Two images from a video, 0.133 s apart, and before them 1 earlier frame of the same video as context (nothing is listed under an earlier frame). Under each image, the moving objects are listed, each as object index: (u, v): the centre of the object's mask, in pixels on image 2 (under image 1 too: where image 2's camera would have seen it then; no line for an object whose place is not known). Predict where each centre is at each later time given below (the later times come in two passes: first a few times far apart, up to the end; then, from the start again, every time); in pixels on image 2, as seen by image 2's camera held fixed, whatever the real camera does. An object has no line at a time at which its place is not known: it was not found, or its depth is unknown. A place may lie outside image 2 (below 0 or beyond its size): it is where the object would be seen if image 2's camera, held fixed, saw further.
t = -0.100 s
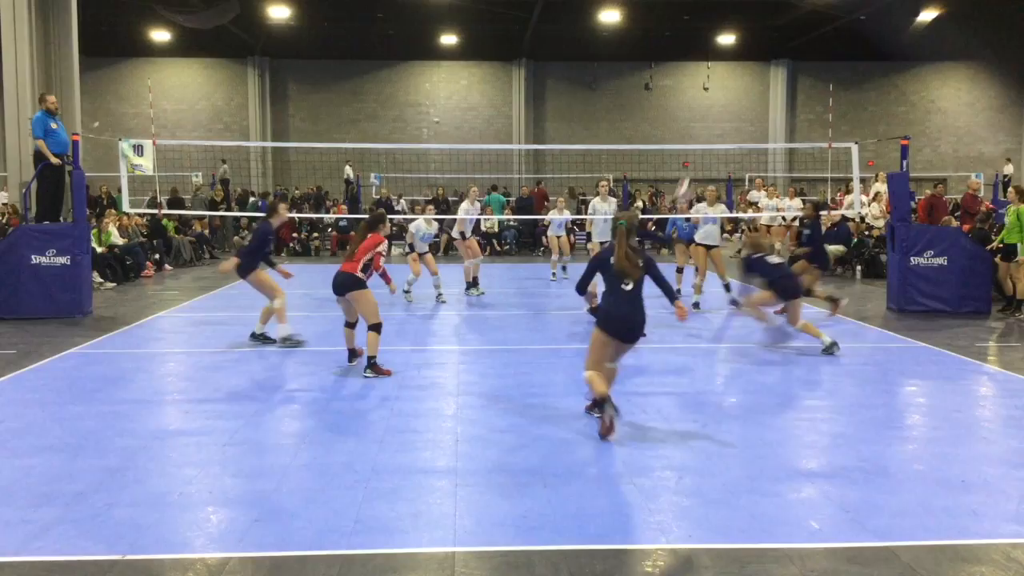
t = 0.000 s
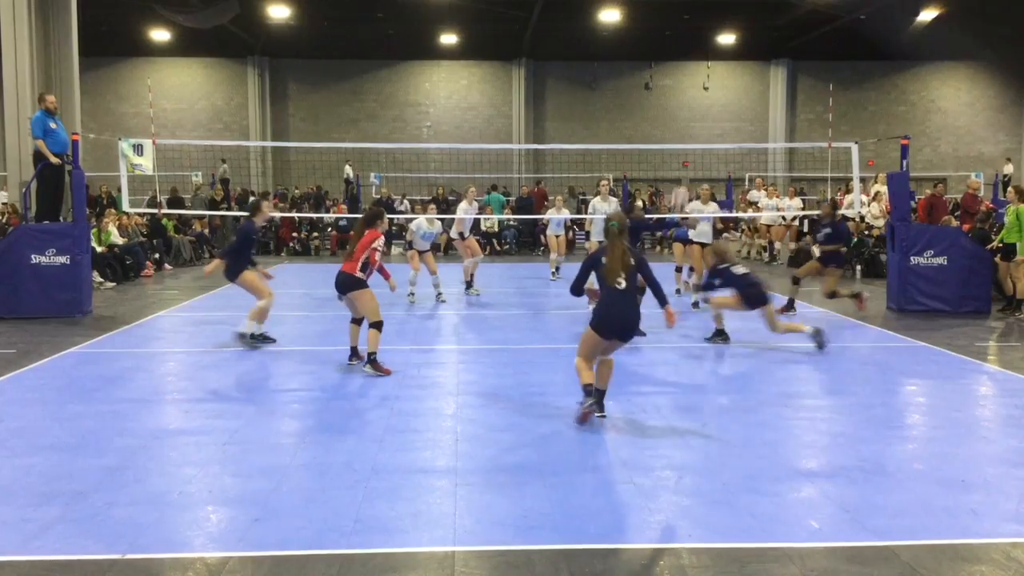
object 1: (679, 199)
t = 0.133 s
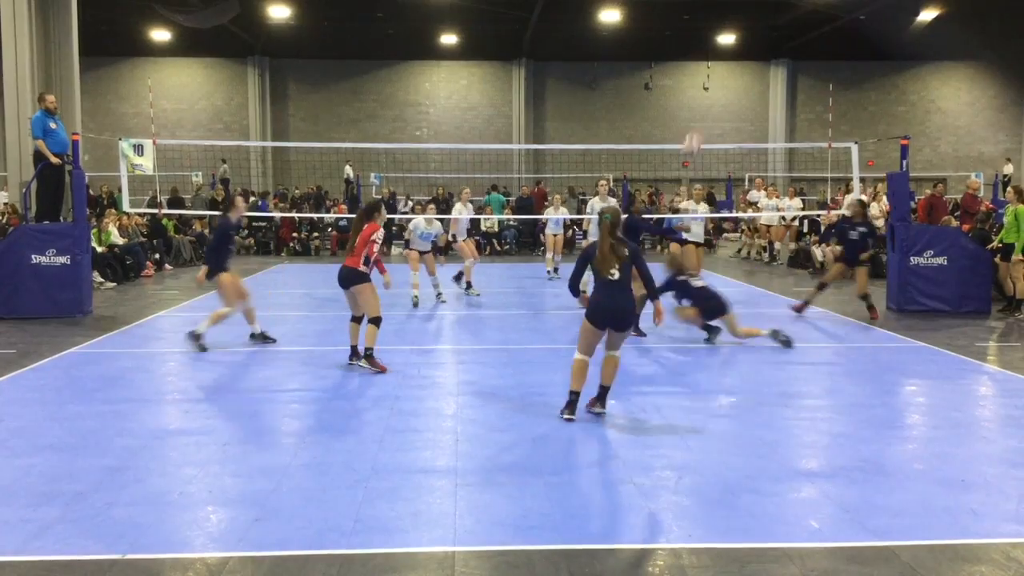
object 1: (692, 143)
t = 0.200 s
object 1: (698, 122)
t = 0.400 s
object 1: (717, 76)
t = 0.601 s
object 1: (735, 66)
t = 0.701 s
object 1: (745, 75)
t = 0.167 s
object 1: (695, 132)
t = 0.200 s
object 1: (698, 122)
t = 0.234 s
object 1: (700, 113)
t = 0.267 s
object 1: (704, 104)
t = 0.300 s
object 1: (707, 95)
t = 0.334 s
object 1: (710, 87)
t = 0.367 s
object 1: (713, 82)
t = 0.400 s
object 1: (717, 76)
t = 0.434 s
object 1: (720, 72)
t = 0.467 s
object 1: (723, 69)
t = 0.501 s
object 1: (726, 66)
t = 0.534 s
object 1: (729, 66)
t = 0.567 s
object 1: (732, 65)
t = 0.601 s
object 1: (735, 66)
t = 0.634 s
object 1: (739, 67)
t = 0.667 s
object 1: (742, 70)
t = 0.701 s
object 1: (745, 75)
